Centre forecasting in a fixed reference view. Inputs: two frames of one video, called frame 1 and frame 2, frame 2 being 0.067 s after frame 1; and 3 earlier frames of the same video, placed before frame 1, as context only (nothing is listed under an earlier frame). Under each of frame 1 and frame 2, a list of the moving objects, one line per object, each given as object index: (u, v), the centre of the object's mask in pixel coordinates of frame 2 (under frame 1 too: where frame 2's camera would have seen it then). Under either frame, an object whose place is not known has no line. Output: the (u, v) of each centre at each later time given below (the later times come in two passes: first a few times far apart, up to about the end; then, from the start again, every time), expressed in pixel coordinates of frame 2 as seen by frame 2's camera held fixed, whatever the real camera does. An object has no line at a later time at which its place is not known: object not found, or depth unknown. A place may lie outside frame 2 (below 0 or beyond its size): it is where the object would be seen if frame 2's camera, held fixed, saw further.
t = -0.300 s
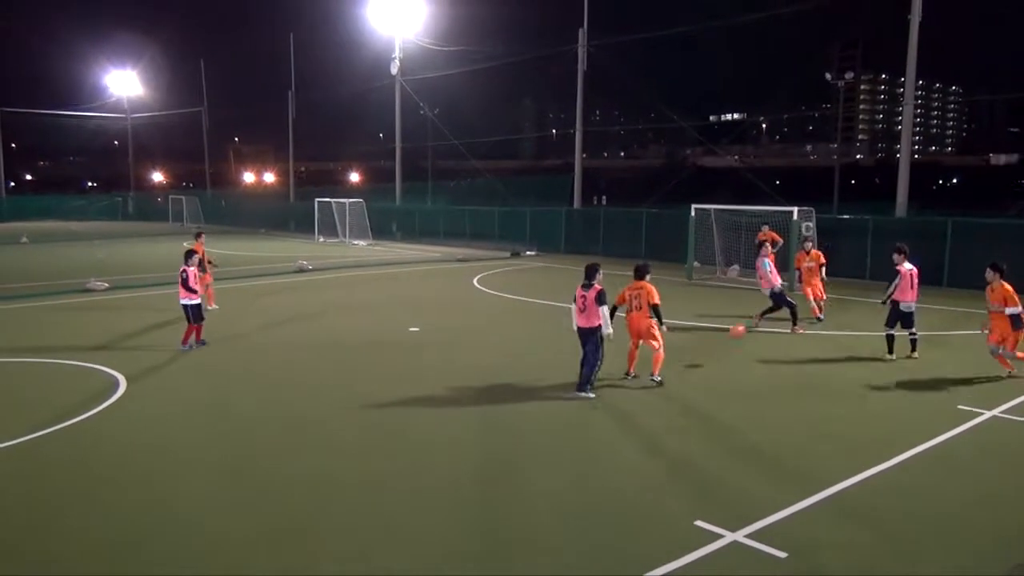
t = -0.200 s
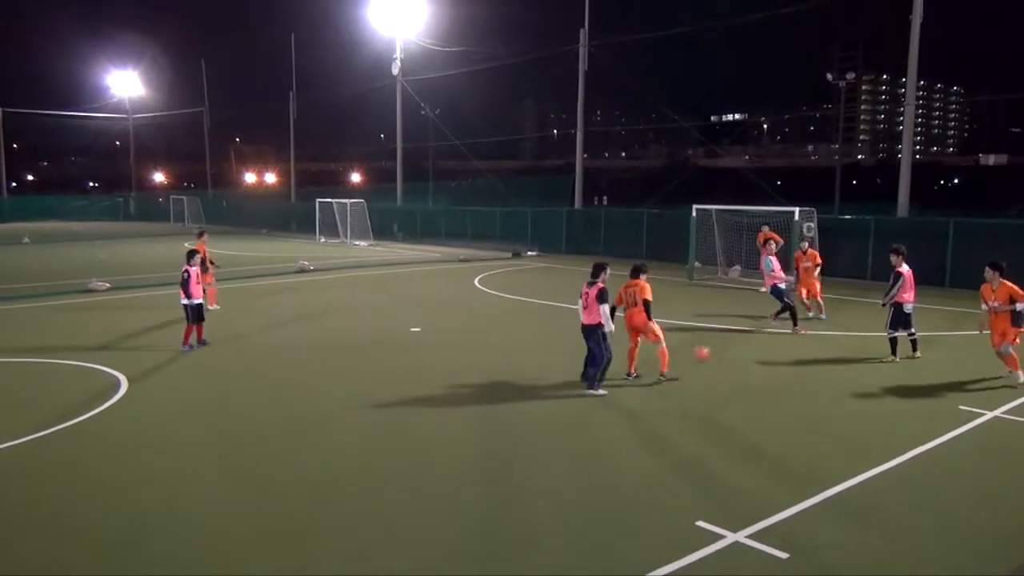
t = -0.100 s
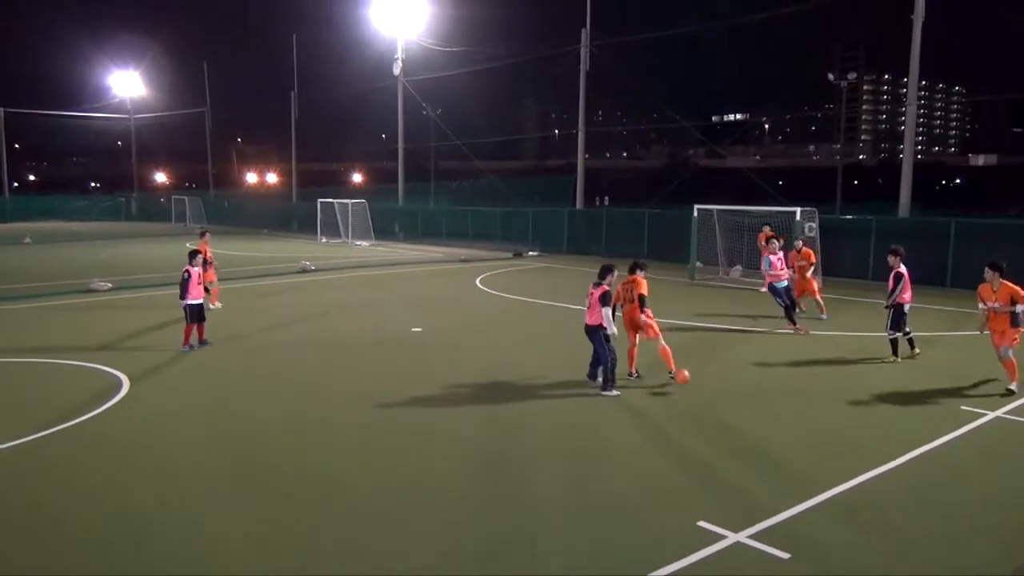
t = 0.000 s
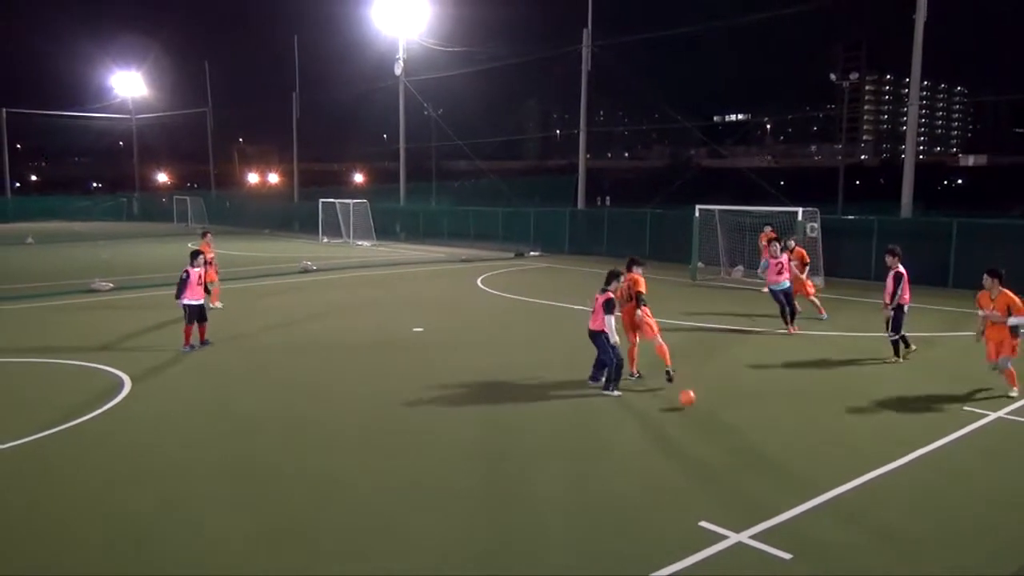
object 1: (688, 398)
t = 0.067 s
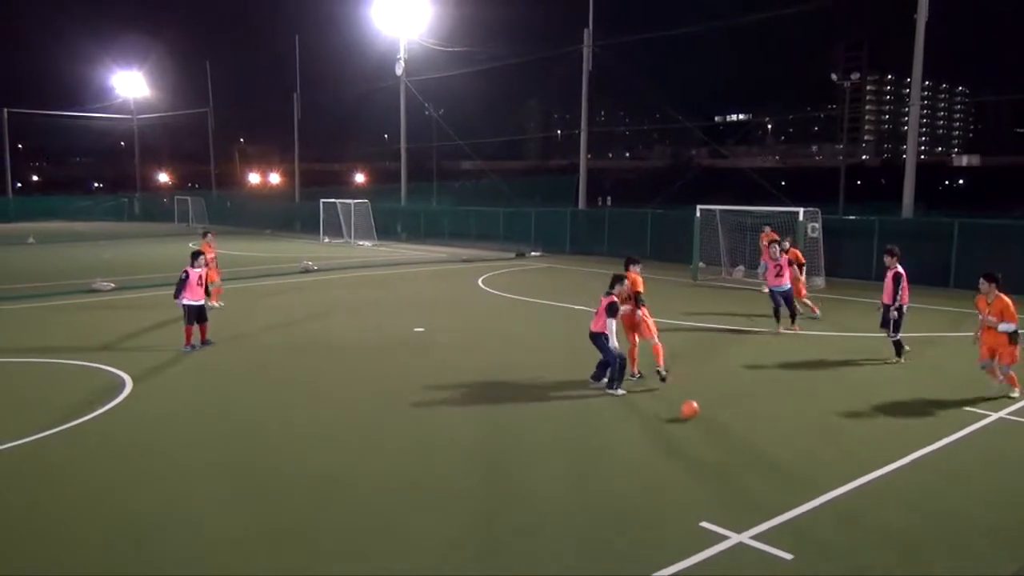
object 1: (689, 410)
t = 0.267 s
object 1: (696, 441)
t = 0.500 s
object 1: (708, 485)
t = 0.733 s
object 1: (724, 535)
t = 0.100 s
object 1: (691, 413)
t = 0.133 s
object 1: (692, 418)
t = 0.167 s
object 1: (692, 424)
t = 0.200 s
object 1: (694, 431)
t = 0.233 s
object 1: (696, 436)
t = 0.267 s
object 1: (696, 441)
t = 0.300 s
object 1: (698, 446)
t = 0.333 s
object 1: (699, 453)
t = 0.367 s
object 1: (701, 461)
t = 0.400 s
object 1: (703, 466)
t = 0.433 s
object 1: (704, 471)
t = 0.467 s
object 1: (706, 478)
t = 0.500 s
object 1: (708, 485)
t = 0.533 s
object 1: (710, 491)
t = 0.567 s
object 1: (711, 499)
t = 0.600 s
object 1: (714, 505)
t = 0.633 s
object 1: (716, 513)
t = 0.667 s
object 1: (719, 519)
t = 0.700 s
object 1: (722, 526)
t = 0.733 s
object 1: (724, 535)
